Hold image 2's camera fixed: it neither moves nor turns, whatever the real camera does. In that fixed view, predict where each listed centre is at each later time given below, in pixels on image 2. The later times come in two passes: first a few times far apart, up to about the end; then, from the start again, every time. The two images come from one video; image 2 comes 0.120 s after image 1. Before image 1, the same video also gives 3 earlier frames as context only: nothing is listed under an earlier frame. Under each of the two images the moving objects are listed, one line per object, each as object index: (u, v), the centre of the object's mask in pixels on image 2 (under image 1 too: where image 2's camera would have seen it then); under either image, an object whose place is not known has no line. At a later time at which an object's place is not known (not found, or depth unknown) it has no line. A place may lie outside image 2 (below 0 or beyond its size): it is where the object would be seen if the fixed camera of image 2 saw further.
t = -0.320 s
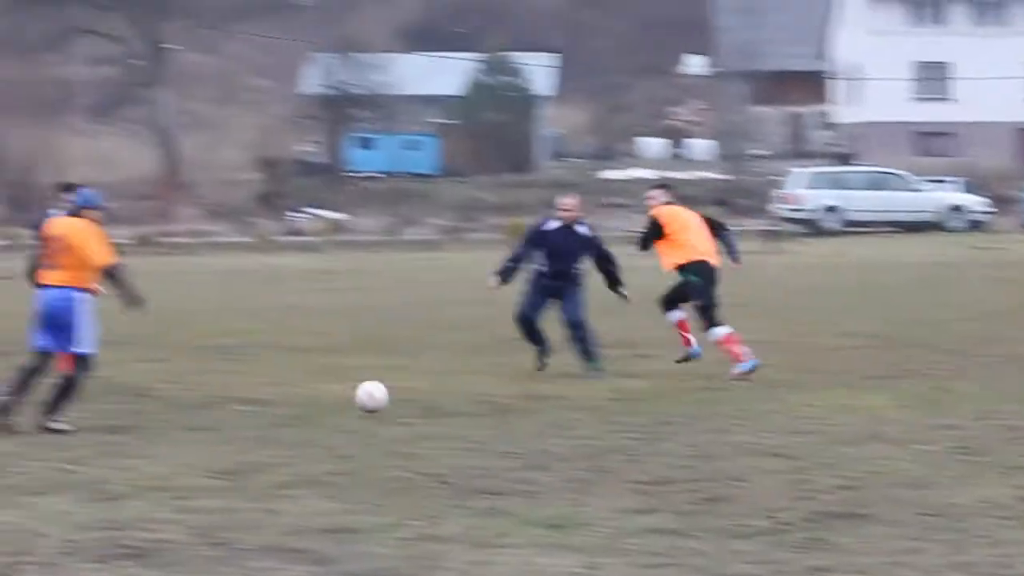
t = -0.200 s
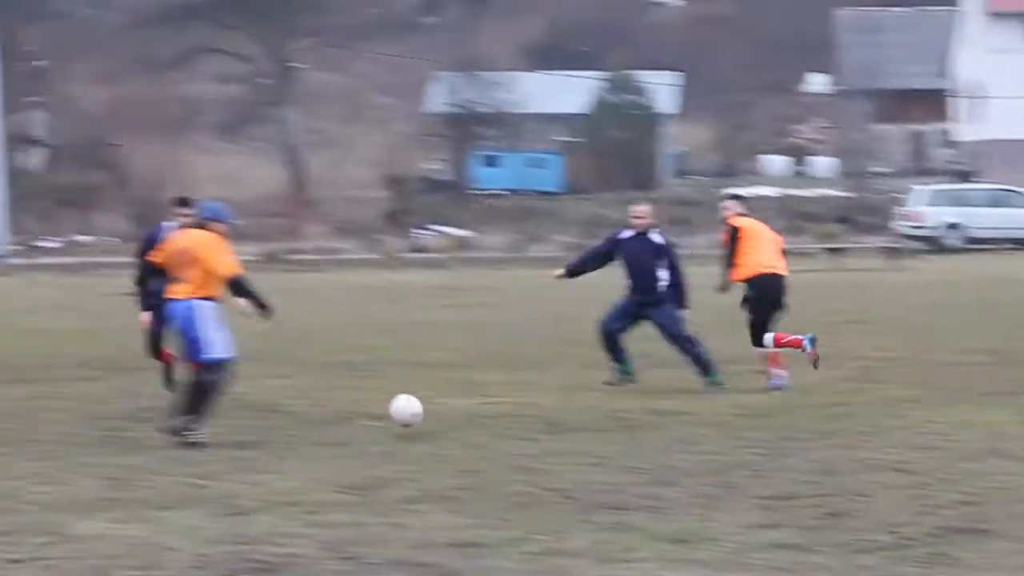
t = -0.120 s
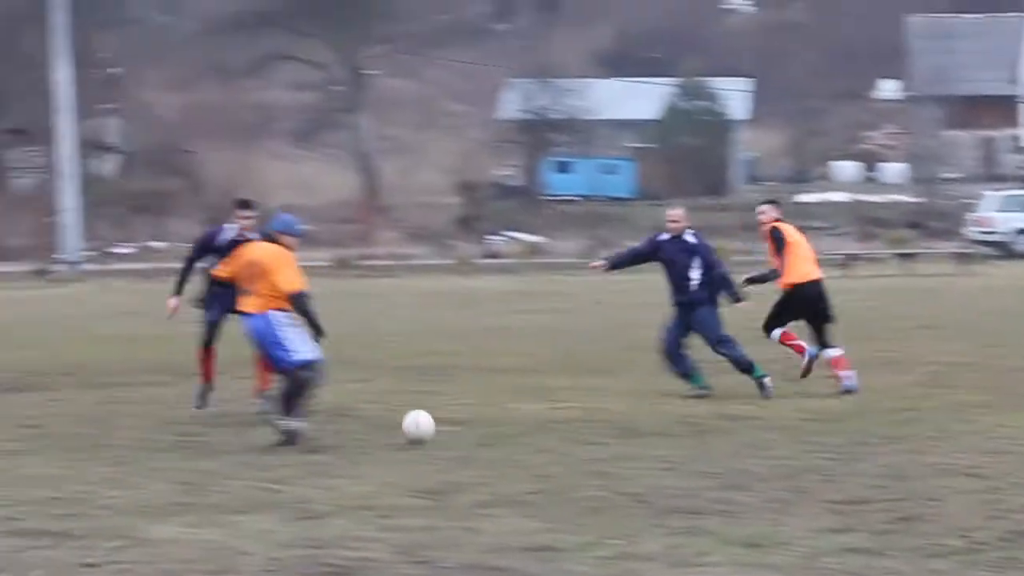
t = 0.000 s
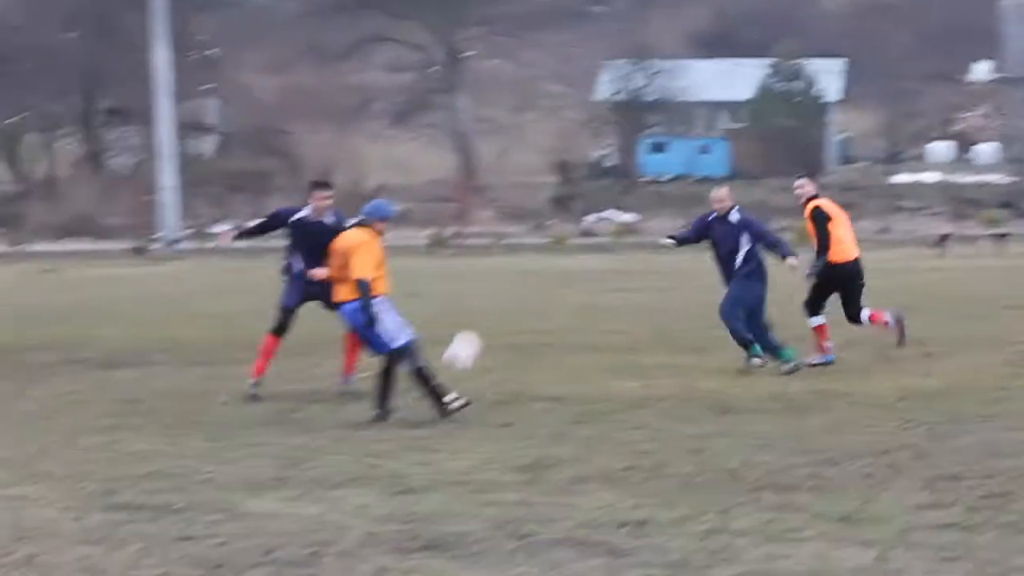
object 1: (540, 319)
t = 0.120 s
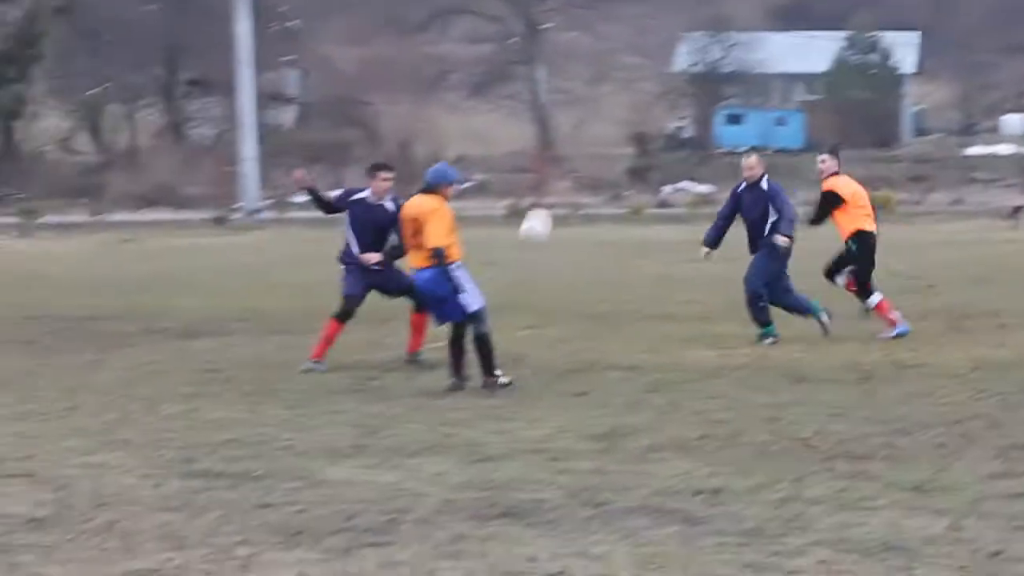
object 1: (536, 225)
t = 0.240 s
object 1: (531, 169)
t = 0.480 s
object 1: (513, 92)
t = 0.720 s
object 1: (490, 94)
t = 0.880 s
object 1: (474, 128)
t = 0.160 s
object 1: (534, 200)
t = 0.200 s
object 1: (532, 180)
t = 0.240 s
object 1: (531, 169)
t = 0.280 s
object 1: (527, 143)
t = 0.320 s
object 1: (524, 128)
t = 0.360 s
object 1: (522, 115)
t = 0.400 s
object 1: (520, 107)
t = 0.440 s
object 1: (516, 97)
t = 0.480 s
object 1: (513, 92)
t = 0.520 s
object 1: (510, 89)
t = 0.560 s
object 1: (506, 86)
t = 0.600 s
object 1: (502, 86)
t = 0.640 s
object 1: (499, 87)
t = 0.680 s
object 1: (494, 90)
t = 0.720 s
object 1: (490, 94)
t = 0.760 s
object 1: (487, 99)
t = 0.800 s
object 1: (482, 107)
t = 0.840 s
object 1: (478, 117)
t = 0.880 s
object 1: (474, 128)
